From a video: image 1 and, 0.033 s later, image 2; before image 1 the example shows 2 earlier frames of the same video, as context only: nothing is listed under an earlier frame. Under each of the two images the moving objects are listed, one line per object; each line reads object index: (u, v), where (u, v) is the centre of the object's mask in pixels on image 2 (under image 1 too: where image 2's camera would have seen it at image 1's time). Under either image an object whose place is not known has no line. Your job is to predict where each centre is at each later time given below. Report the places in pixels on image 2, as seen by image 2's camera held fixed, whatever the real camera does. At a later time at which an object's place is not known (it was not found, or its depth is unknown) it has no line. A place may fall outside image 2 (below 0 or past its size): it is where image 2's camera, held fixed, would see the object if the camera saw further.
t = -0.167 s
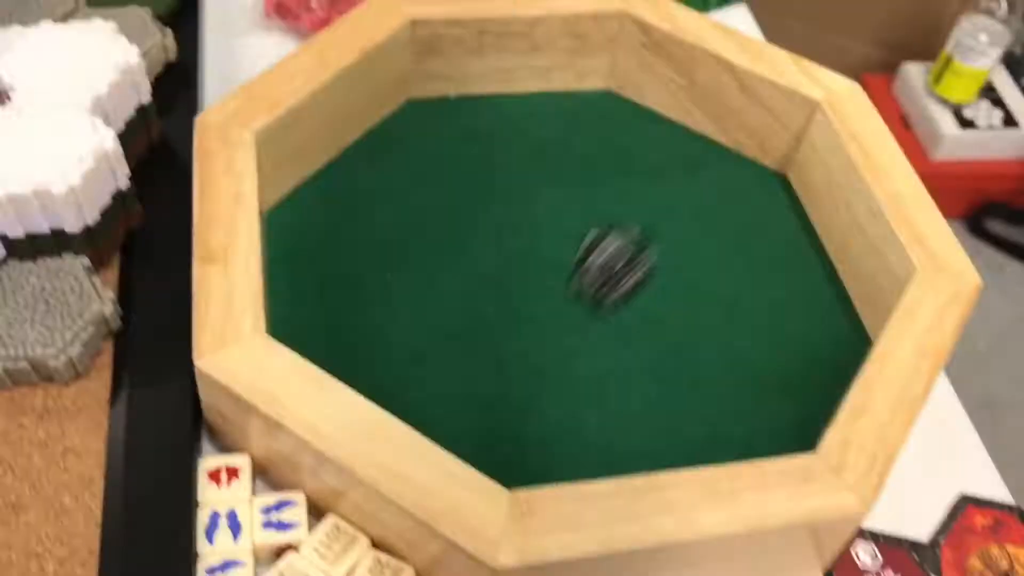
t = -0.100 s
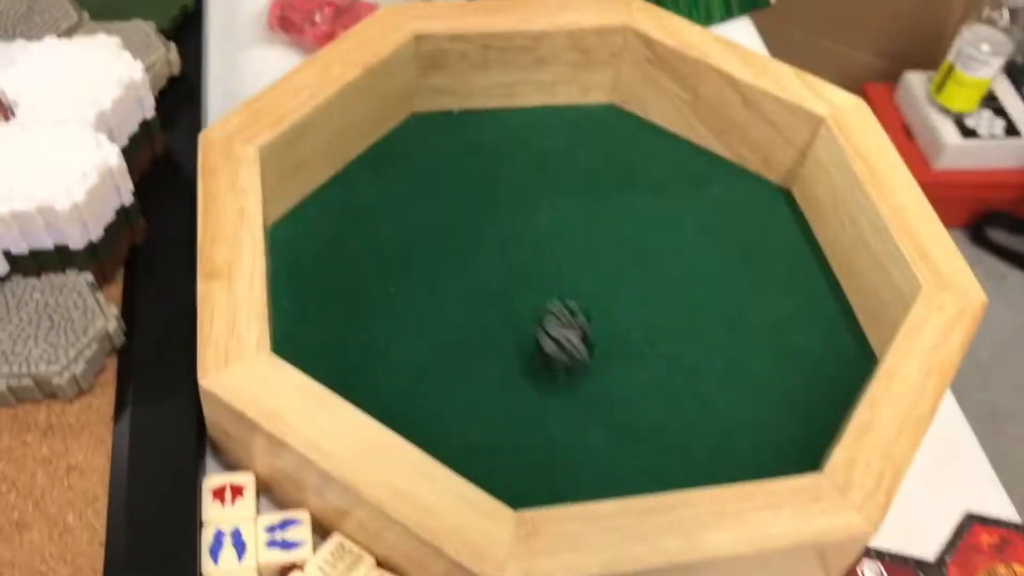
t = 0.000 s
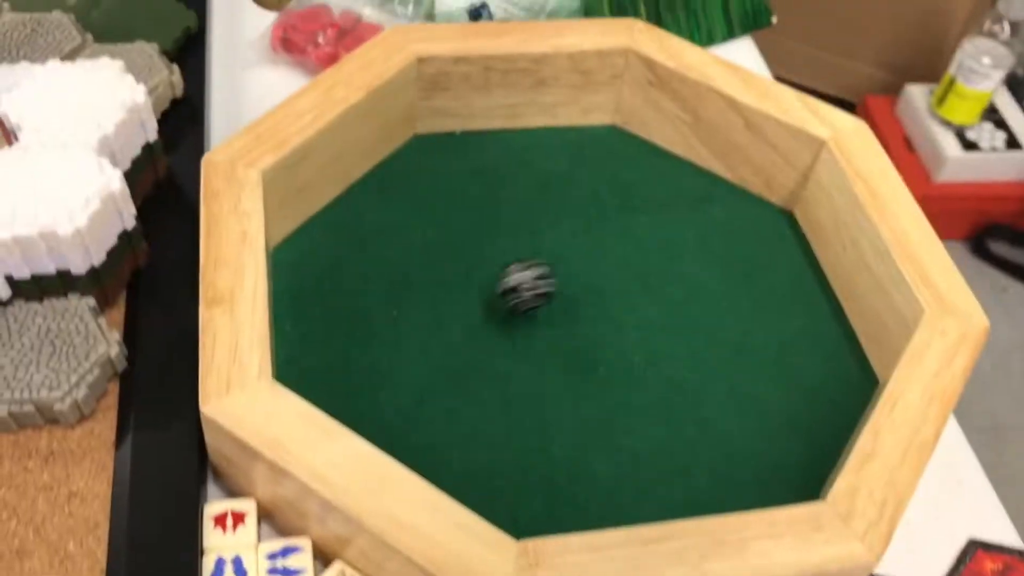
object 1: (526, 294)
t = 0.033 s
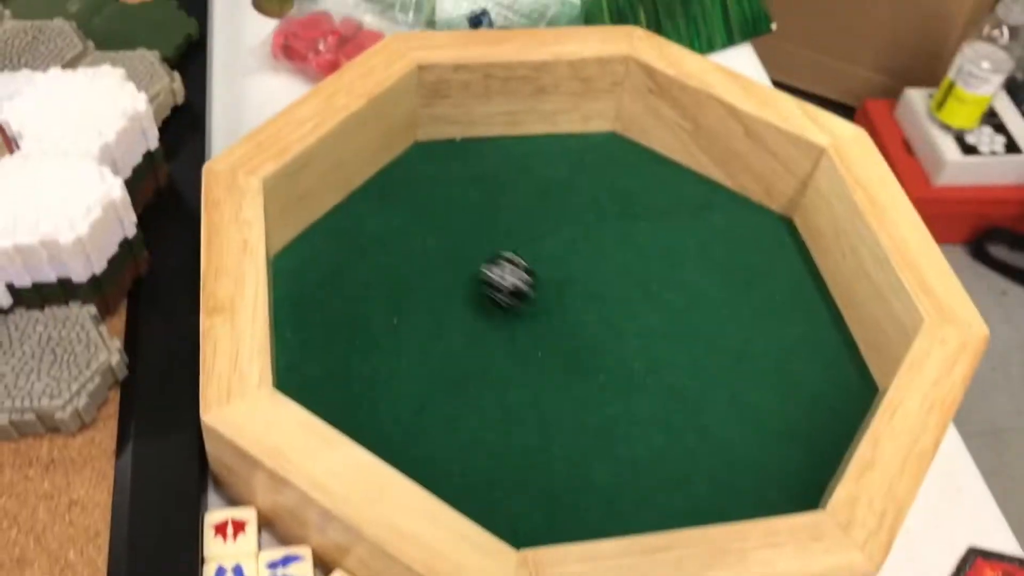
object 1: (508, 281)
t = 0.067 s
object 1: (488, 267)
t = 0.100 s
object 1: (472, 262)
